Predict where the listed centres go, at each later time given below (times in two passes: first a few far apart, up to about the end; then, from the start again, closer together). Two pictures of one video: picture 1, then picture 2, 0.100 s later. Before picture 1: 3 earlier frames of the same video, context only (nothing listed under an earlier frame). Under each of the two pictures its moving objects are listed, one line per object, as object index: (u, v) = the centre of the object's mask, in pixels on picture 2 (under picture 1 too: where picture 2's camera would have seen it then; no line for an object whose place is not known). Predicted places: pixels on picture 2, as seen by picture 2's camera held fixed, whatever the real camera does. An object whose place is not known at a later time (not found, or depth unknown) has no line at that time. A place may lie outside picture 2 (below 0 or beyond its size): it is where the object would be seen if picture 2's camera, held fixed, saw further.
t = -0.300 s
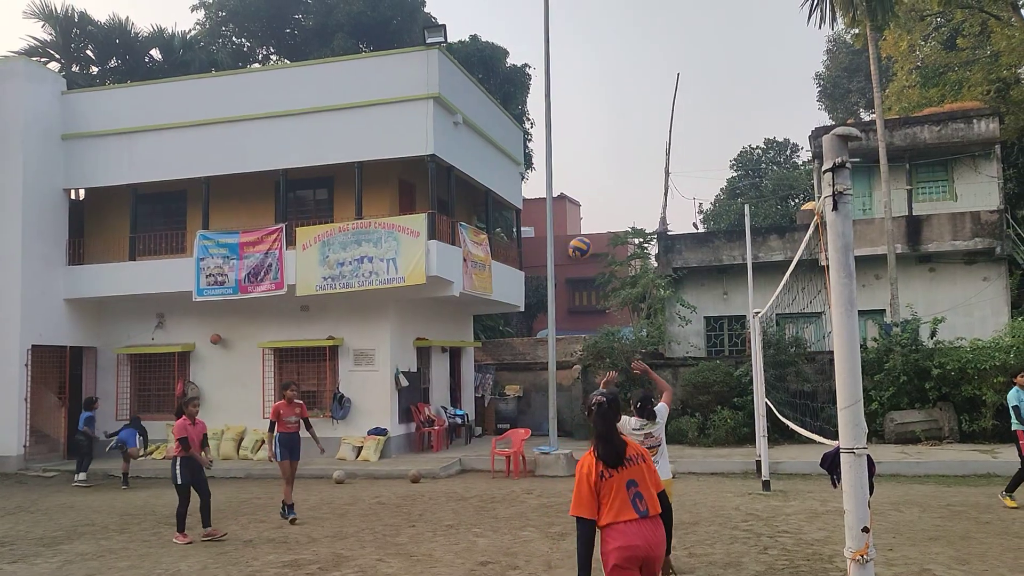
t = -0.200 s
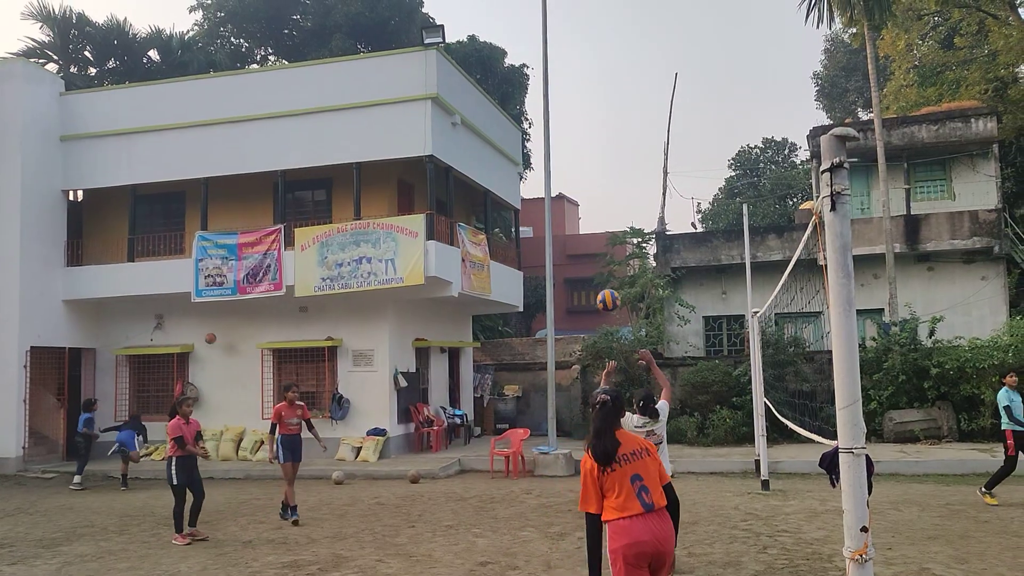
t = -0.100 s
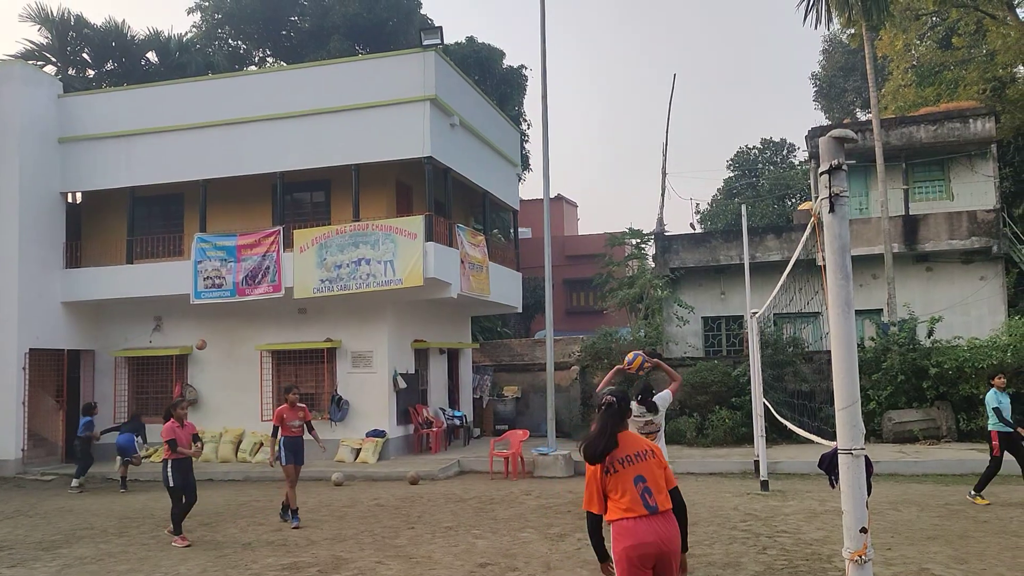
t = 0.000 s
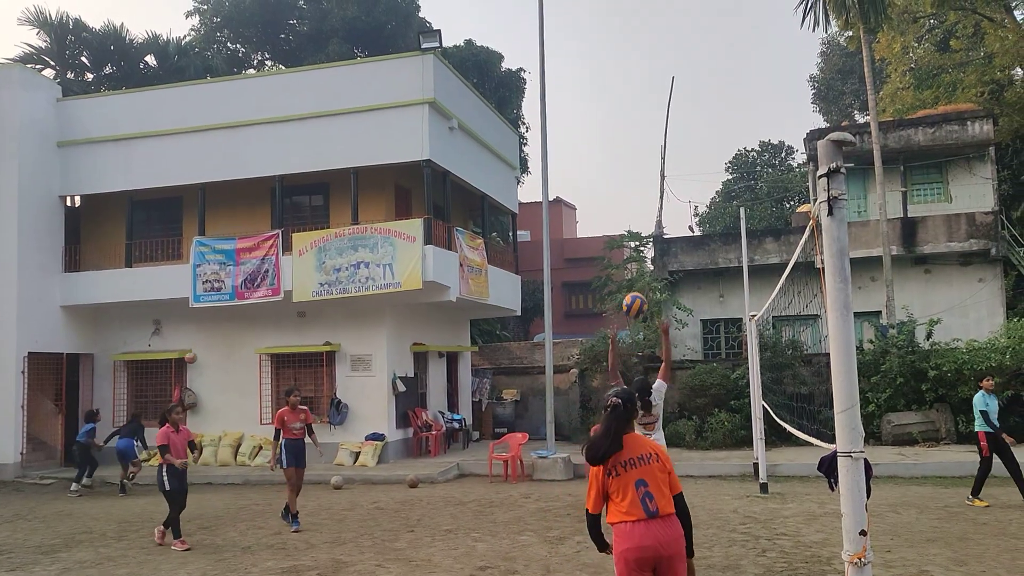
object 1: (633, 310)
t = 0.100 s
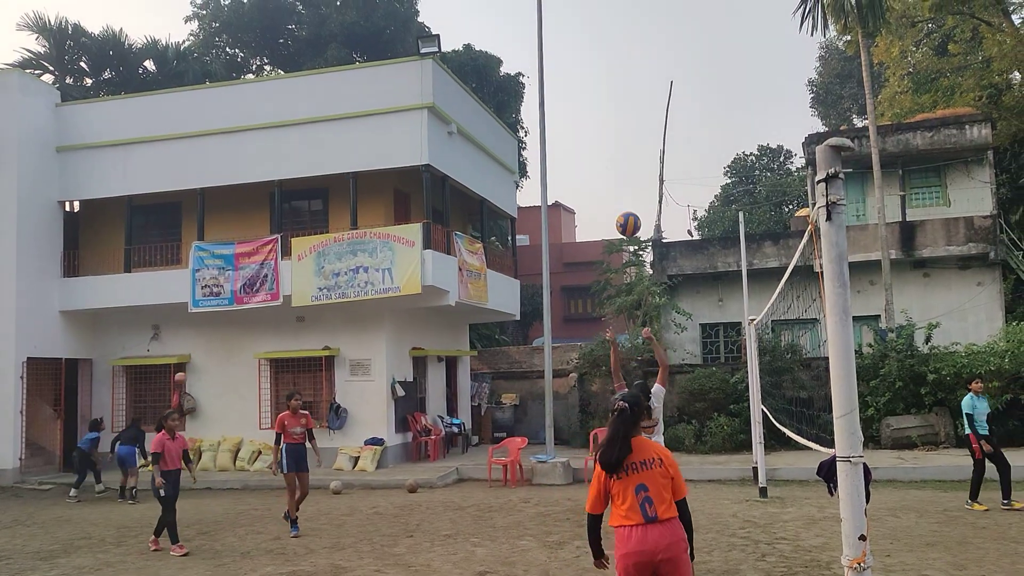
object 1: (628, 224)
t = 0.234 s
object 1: (621, 128)
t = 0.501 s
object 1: (608, -5)
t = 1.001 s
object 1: (593, -19)
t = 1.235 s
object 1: (590, 99)
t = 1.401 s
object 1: (594, 241)
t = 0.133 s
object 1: (627, 198)
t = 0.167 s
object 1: (625, 174)
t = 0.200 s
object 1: (623, 150)
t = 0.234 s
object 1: (621, 128)
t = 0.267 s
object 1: (619, 107)
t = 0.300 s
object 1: (618, 87)
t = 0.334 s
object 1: (616, 69)
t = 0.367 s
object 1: (614, 52)
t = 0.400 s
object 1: (613, 36)
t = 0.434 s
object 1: (611, 21)
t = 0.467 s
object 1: (610, 8)
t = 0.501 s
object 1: (608, -5)
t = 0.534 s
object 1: (607, -16)
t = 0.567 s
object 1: (606, -22)
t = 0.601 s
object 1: (604, -27)
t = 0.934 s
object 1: (595, -32)
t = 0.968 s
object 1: (594, -25)
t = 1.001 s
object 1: (593, -19)
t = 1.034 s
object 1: (592, -9)
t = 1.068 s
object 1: (592, 4)
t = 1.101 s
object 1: (591, 19)
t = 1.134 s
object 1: (591, 36)
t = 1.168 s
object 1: (591, 55)
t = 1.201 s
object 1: (591, 76)
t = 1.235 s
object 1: (590, 99)
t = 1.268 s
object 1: (591, 123)
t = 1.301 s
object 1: (591, 150)
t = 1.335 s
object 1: (592, 178)
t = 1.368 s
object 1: (594, 209)
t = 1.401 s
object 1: (594, 241)
